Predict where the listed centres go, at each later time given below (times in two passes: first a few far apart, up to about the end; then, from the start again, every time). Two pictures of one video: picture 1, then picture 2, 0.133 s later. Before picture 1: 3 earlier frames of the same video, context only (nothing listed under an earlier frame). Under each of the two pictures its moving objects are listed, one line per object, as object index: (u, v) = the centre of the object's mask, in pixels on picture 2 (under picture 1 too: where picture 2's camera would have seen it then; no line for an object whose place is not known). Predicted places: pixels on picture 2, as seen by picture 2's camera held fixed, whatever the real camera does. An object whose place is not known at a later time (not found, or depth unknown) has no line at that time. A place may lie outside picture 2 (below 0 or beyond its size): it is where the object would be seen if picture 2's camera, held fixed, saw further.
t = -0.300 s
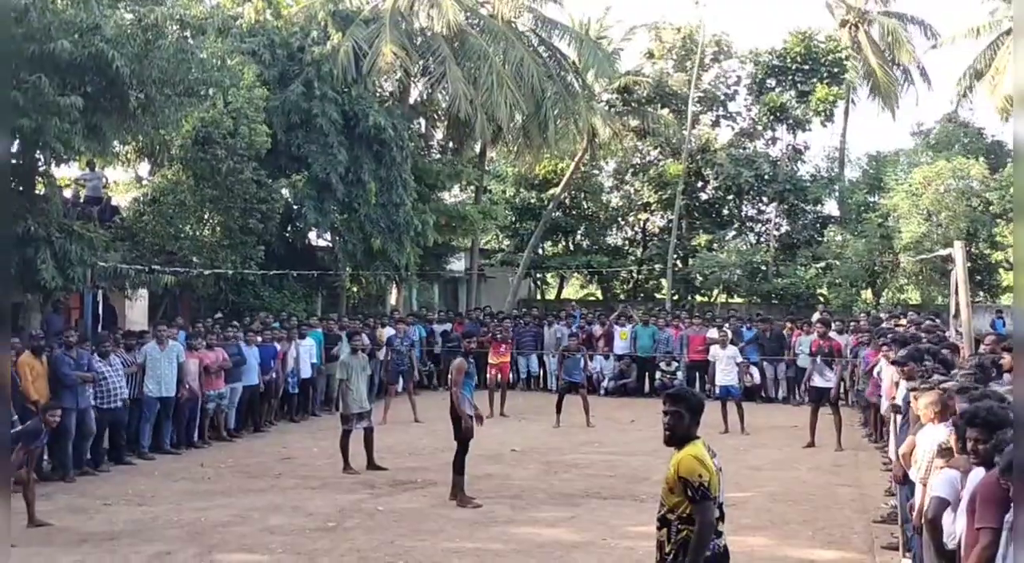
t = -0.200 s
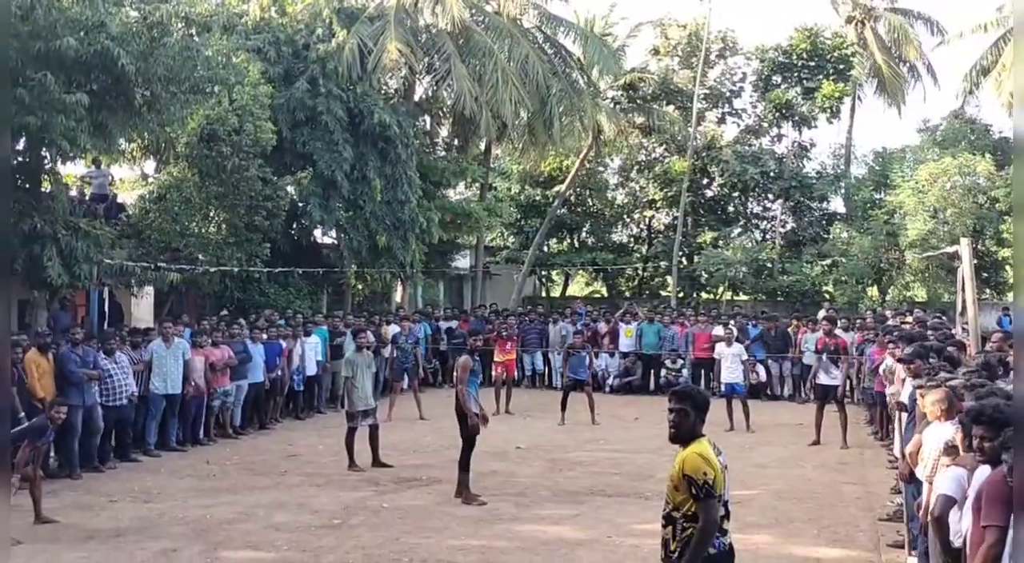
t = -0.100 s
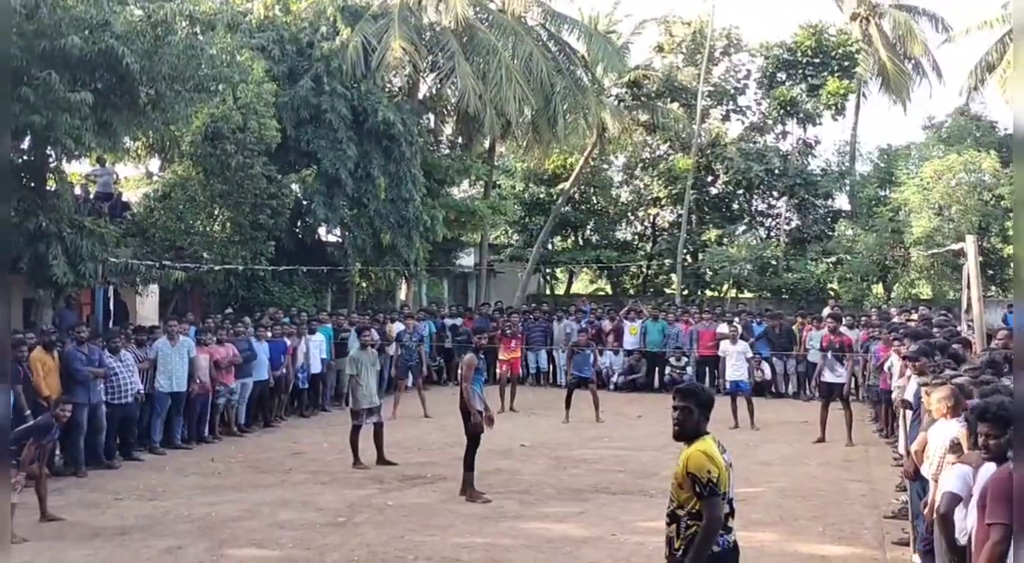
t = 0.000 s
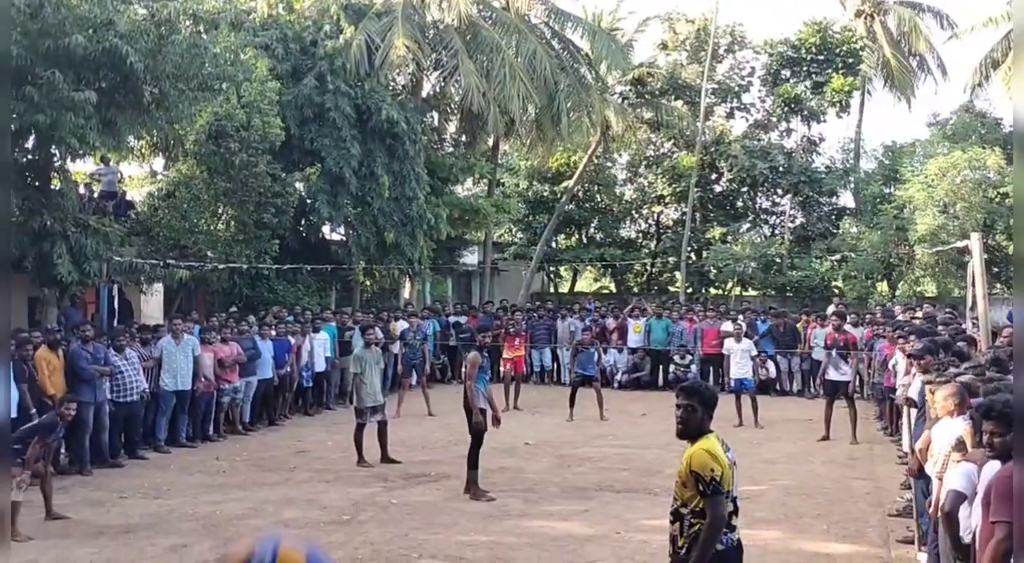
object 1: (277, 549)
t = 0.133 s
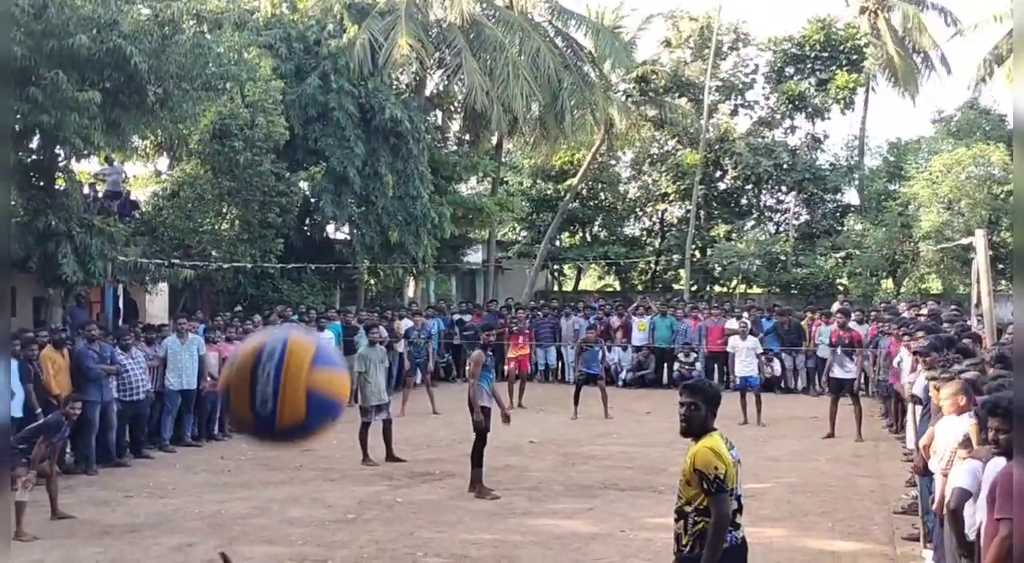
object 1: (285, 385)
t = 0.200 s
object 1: (289, 321)
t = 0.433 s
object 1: (299, 281)
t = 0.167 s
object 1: (287, 349)
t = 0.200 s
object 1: (289, 321)
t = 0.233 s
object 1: (291, 298)
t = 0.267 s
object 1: (293, 281)
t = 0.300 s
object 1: (294, 270)
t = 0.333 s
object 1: (295, 266)
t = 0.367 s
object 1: (296, 266)
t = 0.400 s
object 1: (298, 270)
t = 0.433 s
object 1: (299, 281)
